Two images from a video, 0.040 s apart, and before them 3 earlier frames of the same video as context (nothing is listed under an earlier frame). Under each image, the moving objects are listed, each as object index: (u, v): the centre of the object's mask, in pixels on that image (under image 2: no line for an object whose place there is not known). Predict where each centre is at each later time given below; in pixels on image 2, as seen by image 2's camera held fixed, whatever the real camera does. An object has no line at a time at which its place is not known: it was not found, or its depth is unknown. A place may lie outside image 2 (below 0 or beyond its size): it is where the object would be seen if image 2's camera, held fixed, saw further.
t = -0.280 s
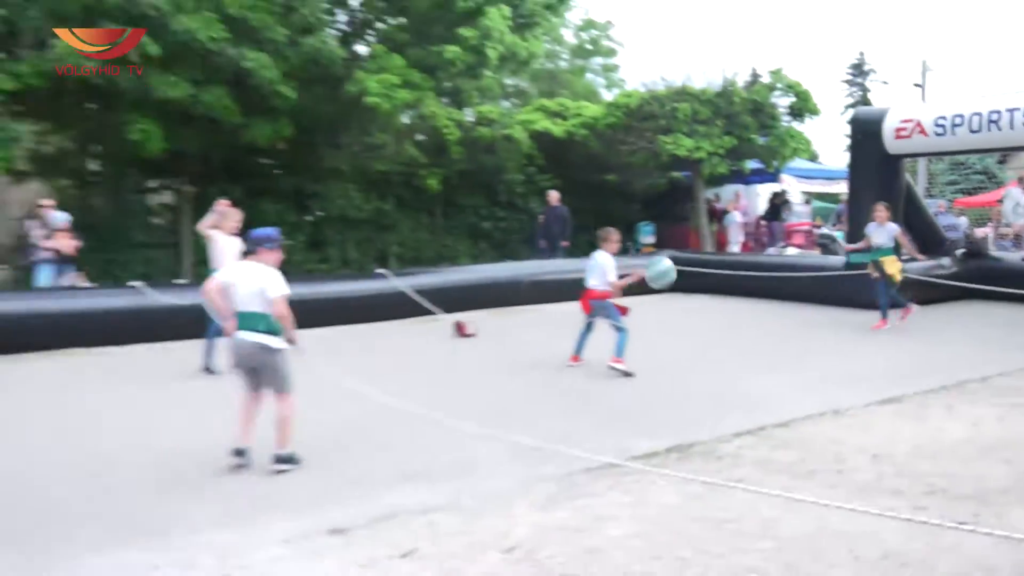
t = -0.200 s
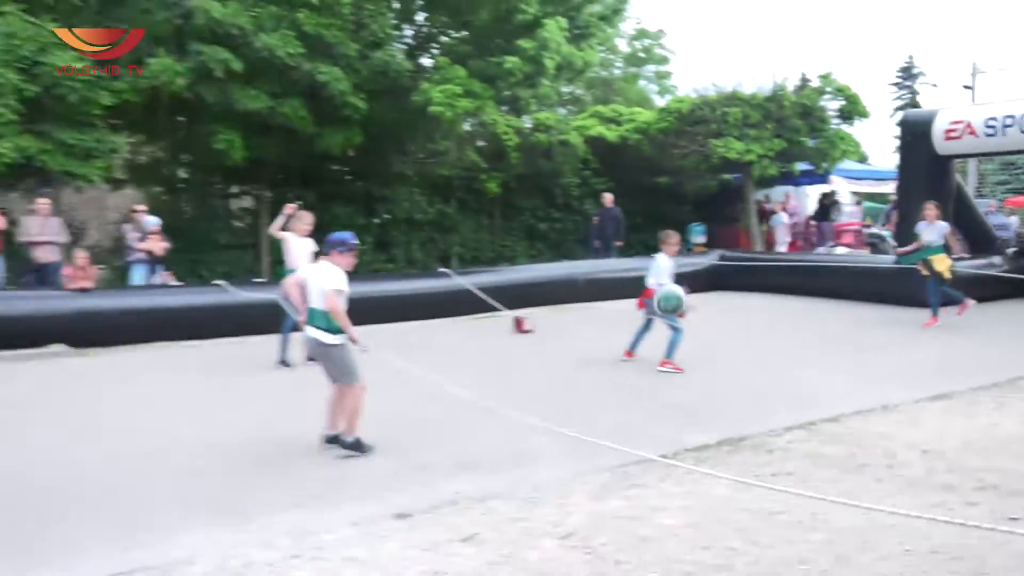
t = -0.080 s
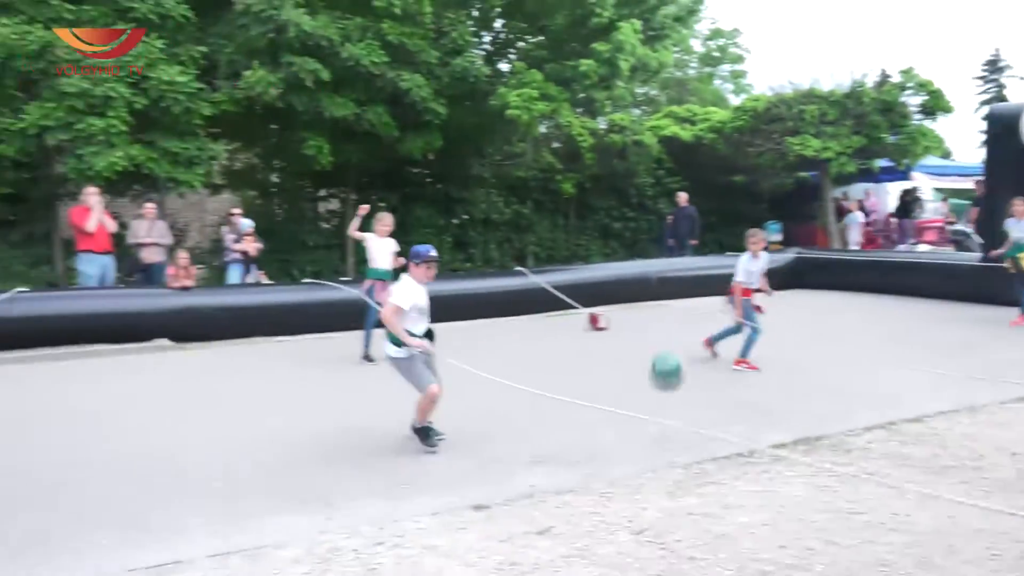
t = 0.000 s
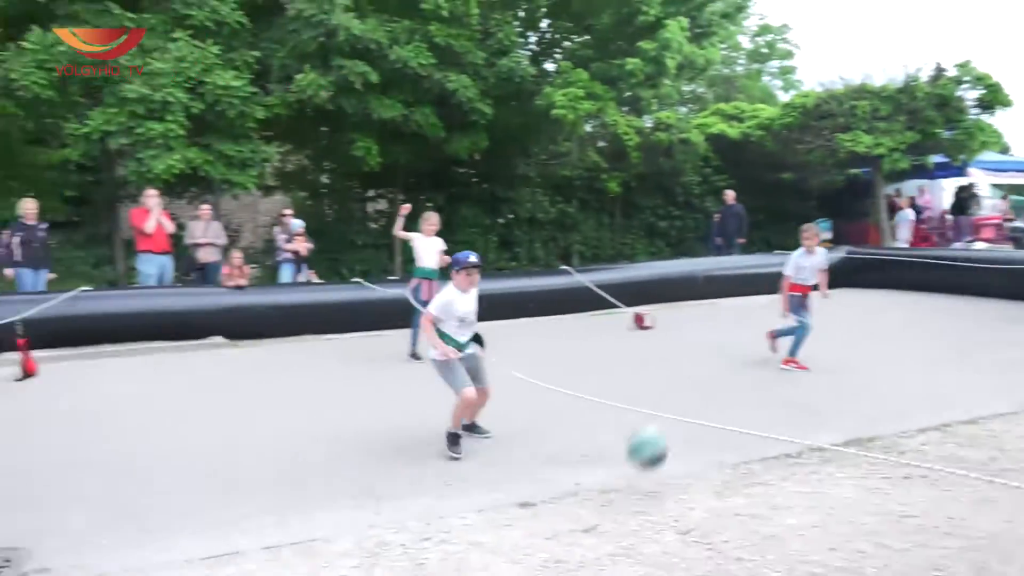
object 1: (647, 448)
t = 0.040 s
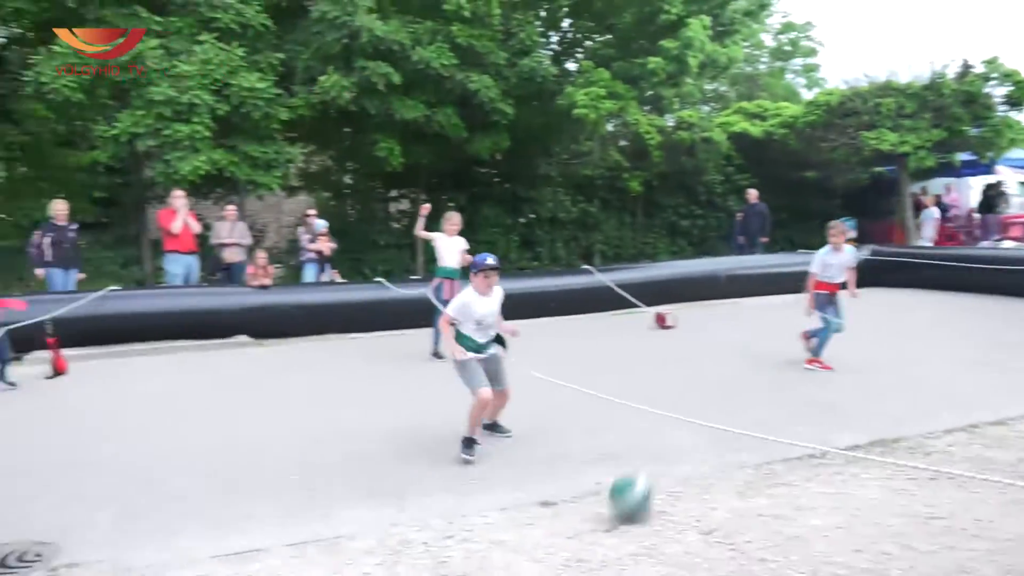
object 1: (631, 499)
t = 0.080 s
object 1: (601, 494)
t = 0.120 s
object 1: (572, 483)
